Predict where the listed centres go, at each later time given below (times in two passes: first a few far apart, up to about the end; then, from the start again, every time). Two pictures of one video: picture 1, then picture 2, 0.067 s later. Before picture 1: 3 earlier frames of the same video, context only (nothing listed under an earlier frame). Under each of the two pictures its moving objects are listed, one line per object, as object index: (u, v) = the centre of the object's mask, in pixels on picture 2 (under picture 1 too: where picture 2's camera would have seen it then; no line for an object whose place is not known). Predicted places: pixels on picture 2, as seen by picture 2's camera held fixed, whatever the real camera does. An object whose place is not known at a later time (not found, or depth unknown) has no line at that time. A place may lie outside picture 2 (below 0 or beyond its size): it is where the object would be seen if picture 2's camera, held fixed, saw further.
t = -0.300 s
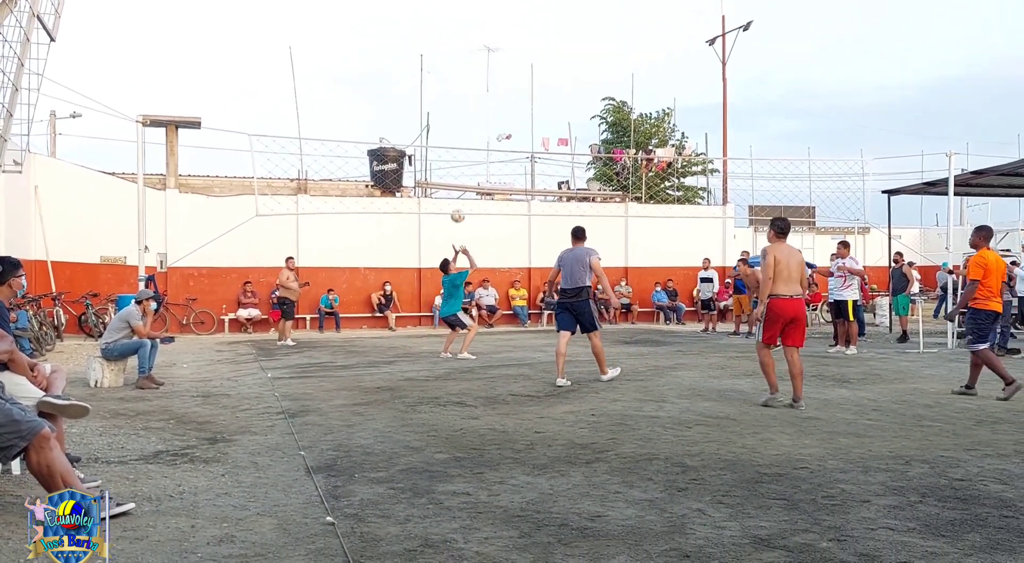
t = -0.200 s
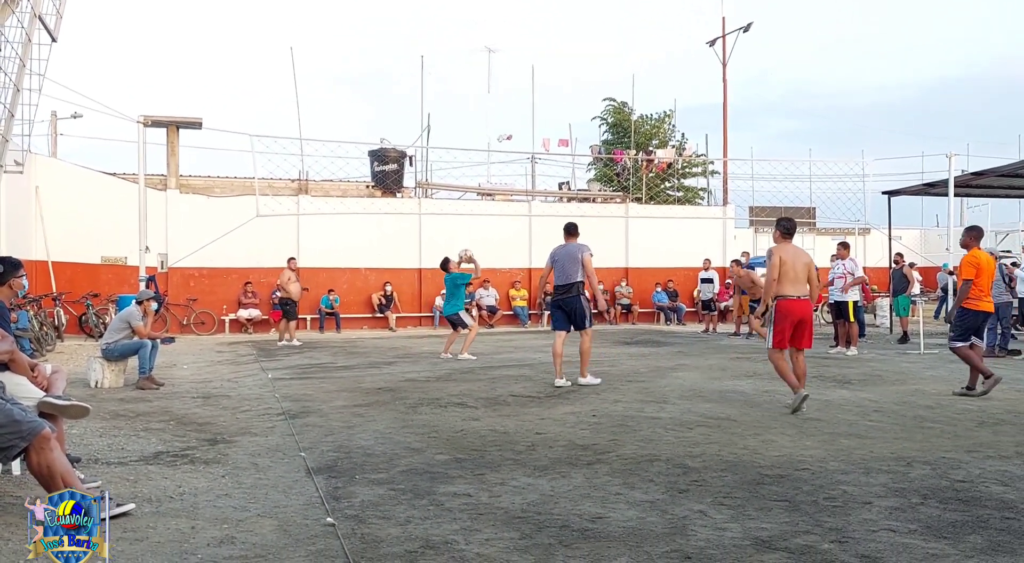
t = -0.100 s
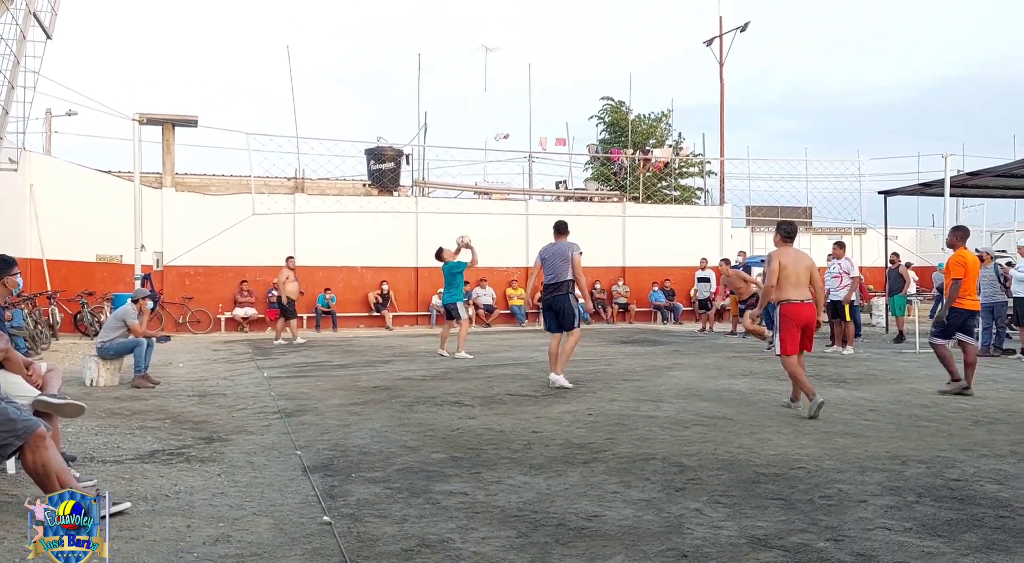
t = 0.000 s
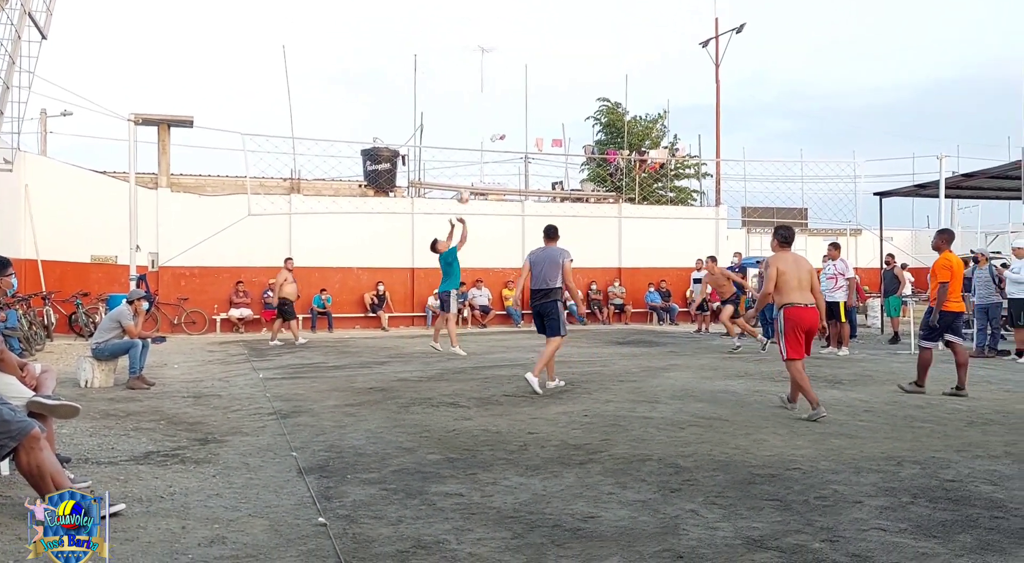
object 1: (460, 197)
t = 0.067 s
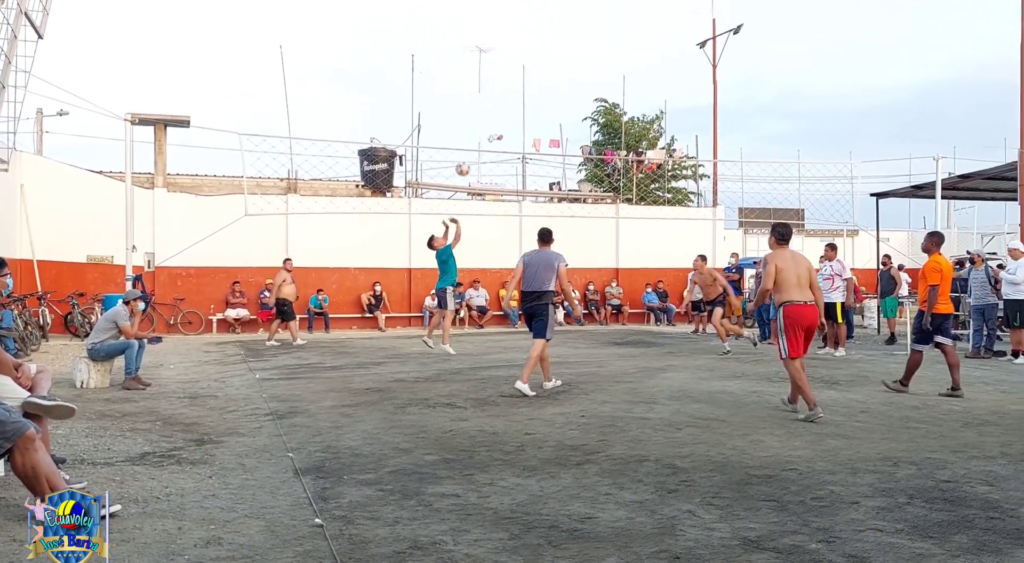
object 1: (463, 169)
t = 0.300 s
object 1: (473, 92)
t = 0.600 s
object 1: (486, 48)
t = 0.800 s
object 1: (495, 52)
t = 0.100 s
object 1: (464, 156)
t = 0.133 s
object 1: (465, 143)
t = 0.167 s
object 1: (466, 132)
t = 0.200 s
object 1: (468, 121)
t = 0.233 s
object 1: (470, 110)
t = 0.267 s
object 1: (471, 101)
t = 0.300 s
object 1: (473, 92)
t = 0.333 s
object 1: (474, 85)
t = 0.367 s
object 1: (476, 77)
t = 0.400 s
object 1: (477, 71)
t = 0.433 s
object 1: (479, 65)
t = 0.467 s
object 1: (480, 60)
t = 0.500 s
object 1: (482, 56)
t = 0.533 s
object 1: (483, 52)
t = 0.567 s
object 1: (484, 49)
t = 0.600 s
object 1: (486, 48)
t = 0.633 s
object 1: (487, 47)
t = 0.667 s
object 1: (489, 47)
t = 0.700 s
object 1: (490, 46)
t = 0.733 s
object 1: (491, 48)
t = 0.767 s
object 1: (493, 50)
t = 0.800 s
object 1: (495, 52)
